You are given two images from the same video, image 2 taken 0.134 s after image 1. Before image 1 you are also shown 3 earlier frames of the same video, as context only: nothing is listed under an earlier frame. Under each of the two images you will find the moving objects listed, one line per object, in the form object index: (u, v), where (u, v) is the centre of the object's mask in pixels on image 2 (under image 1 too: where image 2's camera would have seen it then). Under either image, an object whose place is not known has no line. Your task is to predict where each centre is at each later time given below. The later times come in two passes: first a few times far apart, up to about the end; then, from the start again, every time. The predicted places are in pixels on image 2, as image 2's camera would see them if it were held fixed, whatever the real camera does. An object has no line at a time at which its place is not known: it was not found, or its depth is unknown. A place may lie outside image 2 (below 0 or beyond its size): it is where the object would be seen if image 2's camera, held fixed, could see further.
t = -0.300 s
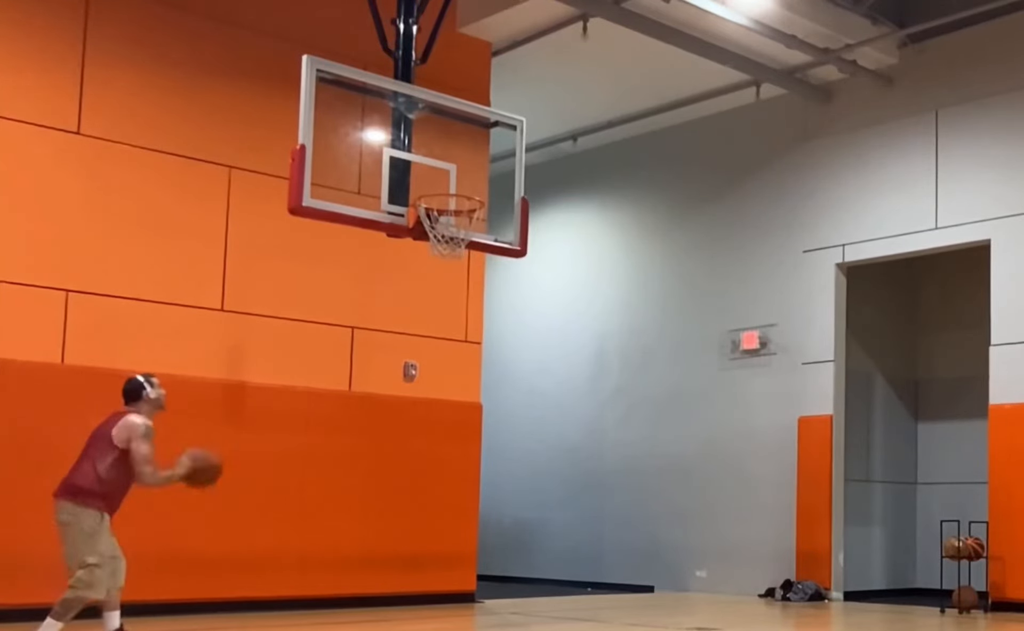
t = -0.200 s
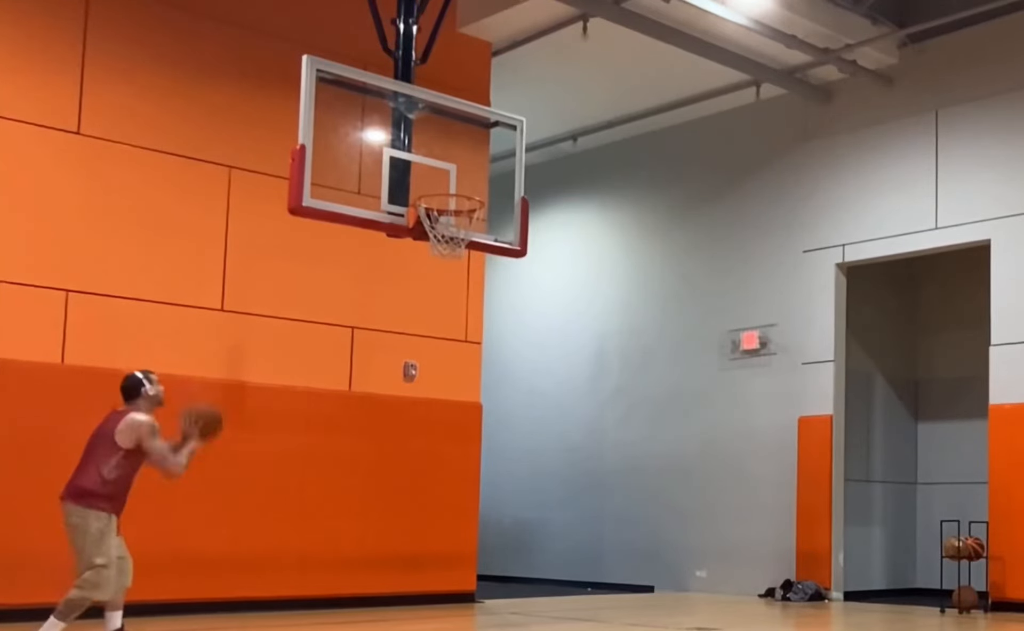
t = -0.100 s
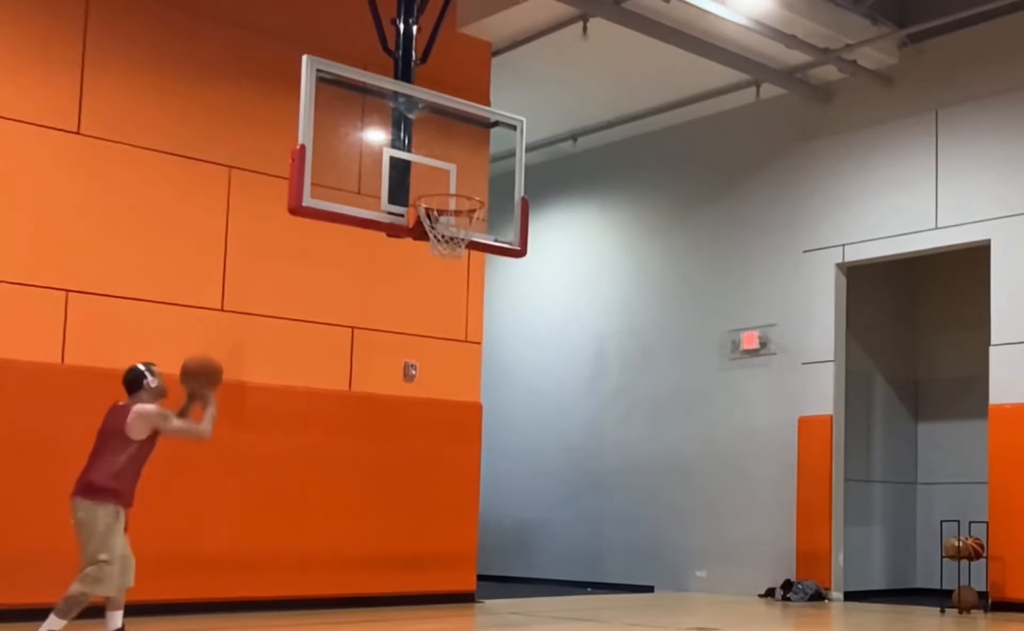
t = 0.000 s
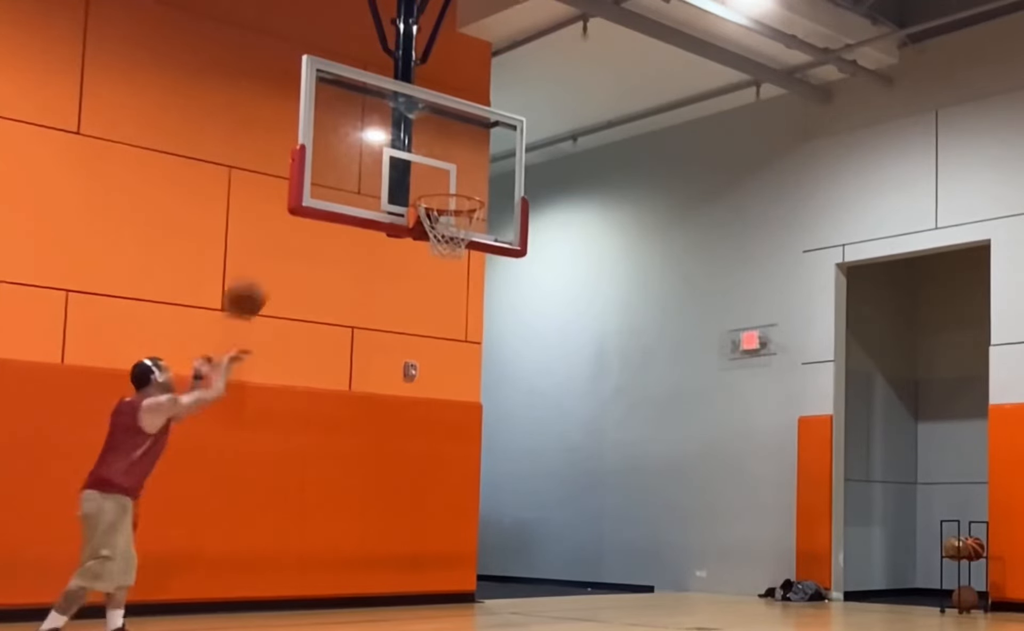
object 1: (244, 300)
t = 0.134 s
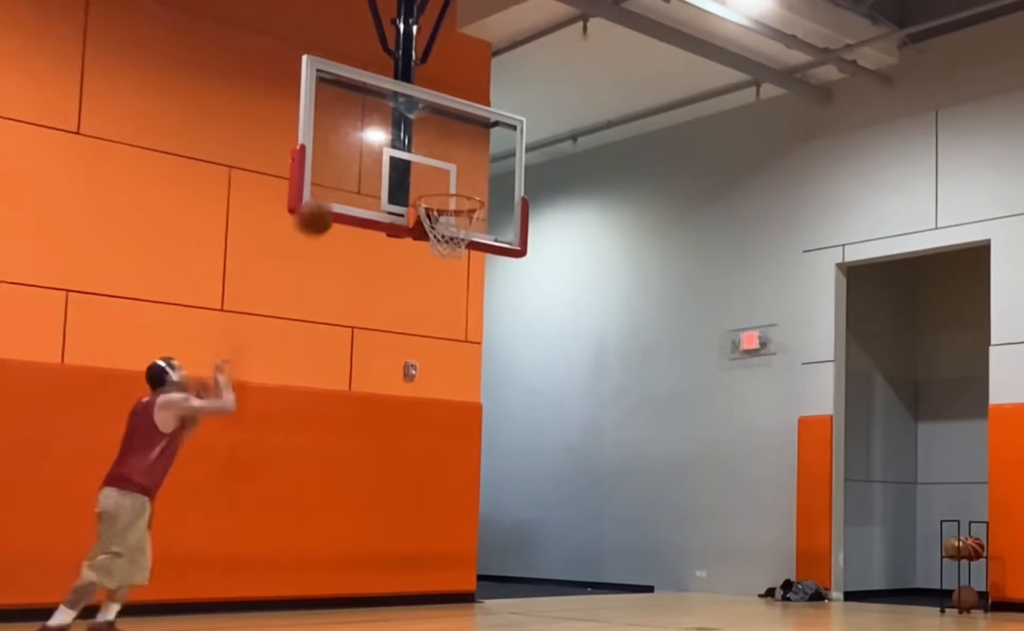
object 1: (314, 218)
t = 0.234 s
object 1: (361, 179)
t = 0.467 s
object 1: (457, 148)
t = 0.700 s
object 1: (536, 186)
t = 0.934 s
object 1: (605, 284)
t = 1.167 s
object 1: (665, 431)
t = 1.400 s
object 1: (713, 596)
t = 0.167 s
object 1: (331, 204)
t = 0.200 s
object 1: (347, 189)
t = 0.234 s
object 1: (361, 179)
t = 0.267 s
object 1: (376, 169)
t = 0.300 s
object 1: (391, 162)
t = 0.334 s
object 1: (404, 157)
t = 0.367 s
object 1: (418, 152)
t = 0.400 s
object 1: (432, 149)
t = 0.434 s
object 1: (444, 149)
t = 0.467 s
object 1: (457, 148)
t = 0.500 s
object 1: (469, 150)
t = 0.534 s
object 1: (479, 152)
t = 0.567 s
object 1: (491, 156)
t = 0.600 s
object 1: (502, 162)
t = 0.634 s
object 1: (514, 169)
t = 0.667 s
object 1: (526, 177)
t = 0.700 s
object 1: (536, 186)
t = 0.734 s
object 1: (546, 197)
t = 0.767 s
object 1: (556, 208)
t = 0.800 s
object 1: (566, 221)
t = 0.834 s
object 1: (577, 235)
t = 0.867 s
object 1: (587, 250)
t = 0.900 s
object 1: (596, 266)
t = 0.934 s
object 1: (605, 284)
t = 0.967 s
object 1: (614, 301)
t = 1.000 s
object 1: (623, 320)
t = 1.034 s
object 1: (632, 340)
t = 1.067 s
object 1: (640, 361)
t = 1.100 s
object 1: (648, 384)
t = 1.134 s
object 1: (657, 407)
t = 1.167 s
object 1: (665, 431)
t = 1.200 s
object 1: (673, 456)
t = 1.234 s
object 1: (680, 481)
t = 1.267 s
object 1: (688, 508)
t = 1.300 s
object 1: (695, 534)
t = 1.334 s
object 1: (702, 563)
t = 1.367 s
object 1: (709, 591)
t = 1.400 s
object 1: (713, 596)
